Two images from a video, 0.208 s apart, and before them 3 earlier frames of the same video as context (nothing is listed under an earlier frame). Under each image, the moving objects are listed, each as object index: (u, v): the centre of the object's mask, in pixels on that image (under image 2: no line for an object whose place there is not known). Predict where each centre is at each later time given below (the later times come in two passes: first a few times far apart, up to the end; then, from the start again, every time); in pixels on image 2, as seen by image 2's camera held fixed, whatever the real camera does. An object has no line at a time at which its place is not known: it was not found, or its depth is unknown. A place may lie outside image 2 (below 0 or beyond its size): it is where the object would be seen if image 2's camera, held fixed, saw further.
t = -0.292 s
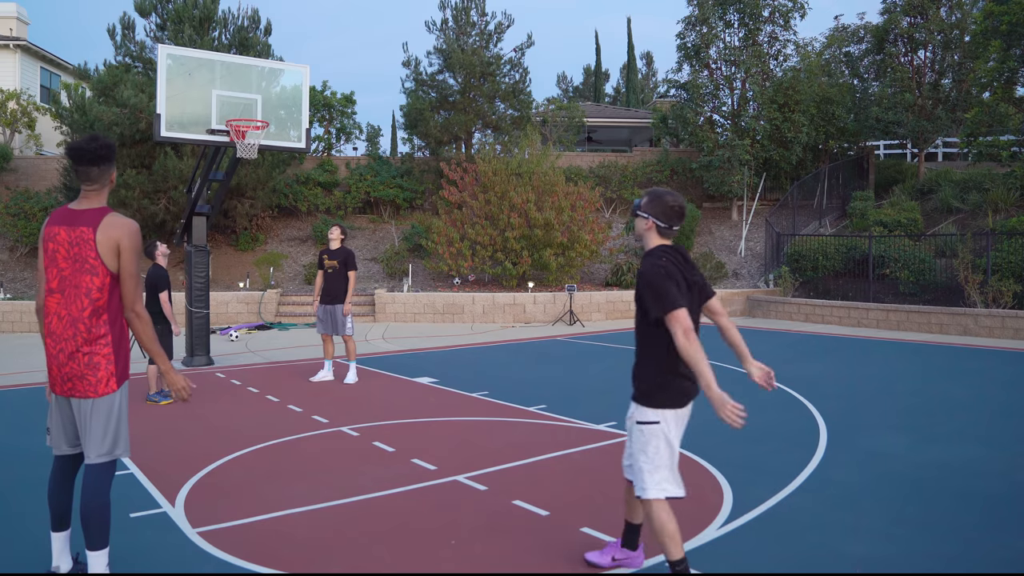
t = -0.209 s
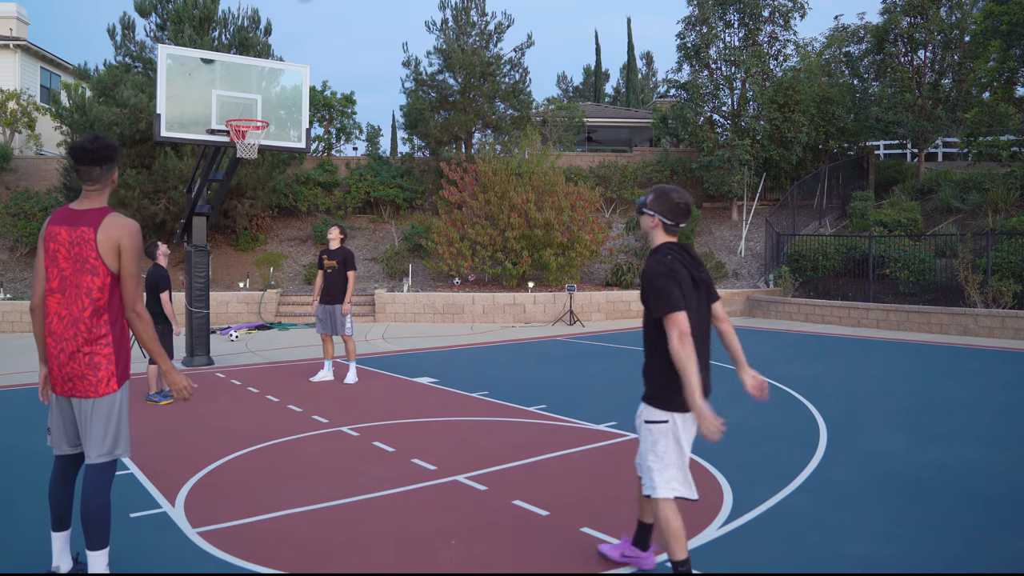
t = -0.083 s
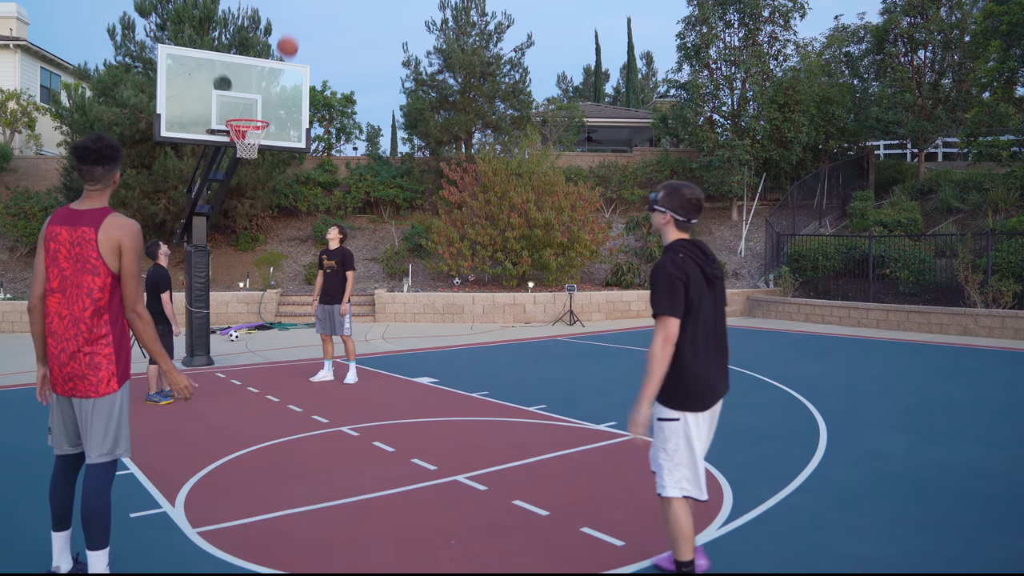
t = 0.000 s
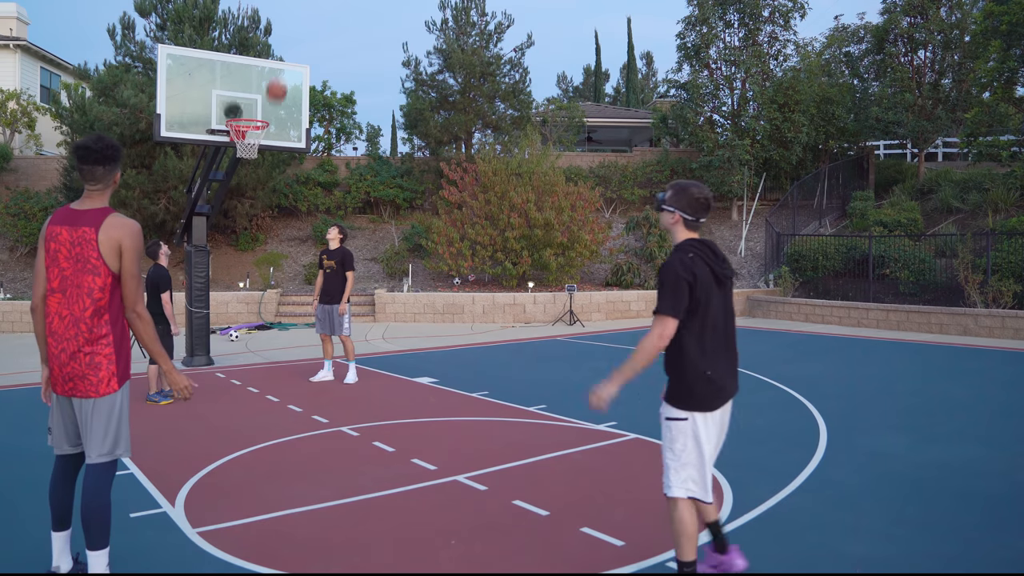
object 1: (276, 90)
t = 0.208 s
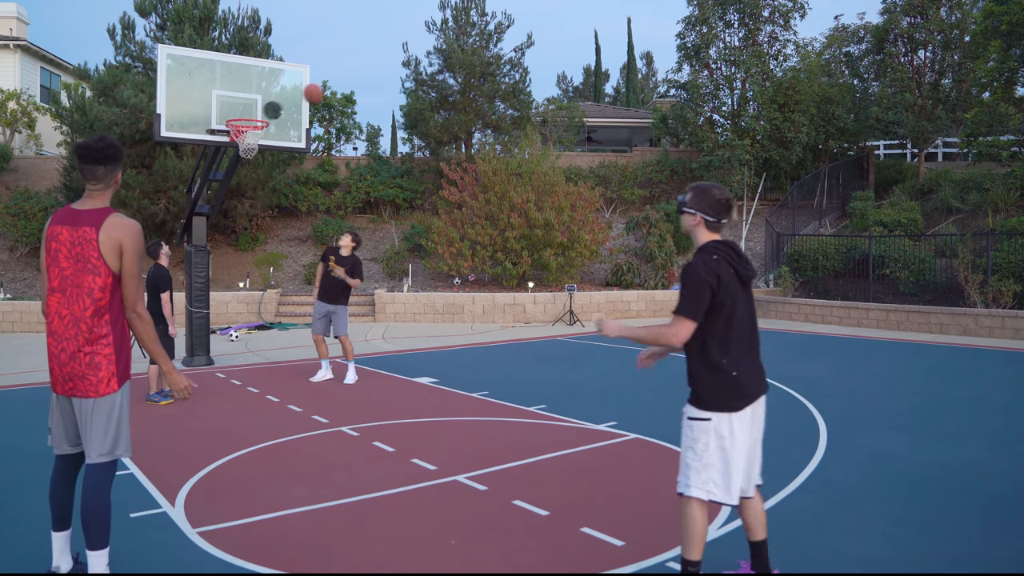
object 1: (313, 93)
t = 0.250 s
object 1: (323, 91)
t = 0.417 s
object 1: (364, 96)
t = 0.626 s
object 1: (412, 133)
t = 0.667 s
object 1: (420, 144)
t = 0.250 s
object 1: (323, 91)
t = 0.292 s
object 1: (334, 90)
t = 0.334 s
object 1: (344, 91)
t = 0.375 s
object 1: (354, 93)
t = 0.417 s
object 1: (364, 96)
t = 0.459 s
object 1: (373, 101)
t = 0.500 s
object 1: (383, 107)
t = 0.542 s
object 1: (393, 115)
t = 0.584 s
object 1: (403, 124)
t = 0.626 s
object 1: (412, 133)
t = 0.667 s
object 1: (420, 144)
